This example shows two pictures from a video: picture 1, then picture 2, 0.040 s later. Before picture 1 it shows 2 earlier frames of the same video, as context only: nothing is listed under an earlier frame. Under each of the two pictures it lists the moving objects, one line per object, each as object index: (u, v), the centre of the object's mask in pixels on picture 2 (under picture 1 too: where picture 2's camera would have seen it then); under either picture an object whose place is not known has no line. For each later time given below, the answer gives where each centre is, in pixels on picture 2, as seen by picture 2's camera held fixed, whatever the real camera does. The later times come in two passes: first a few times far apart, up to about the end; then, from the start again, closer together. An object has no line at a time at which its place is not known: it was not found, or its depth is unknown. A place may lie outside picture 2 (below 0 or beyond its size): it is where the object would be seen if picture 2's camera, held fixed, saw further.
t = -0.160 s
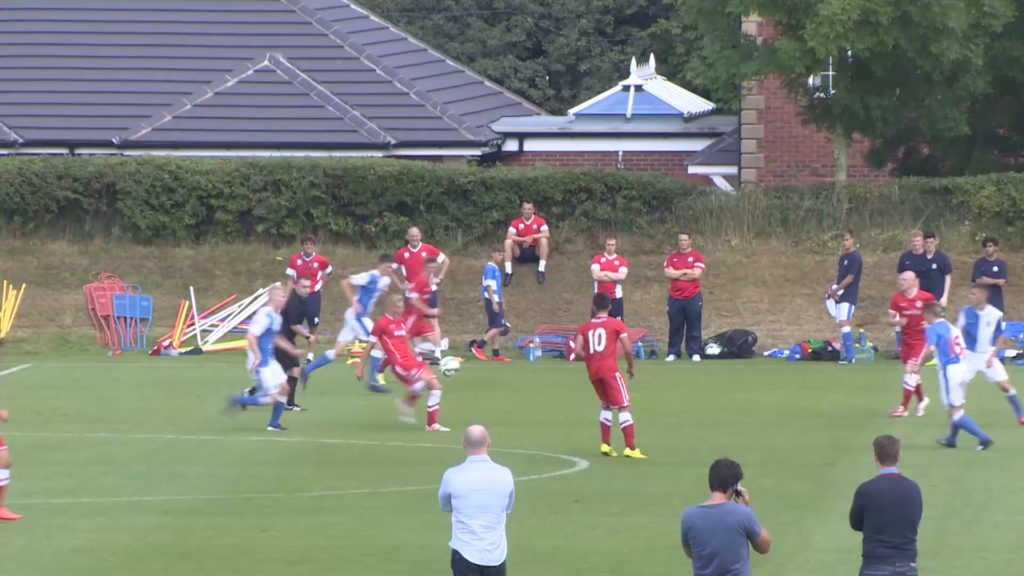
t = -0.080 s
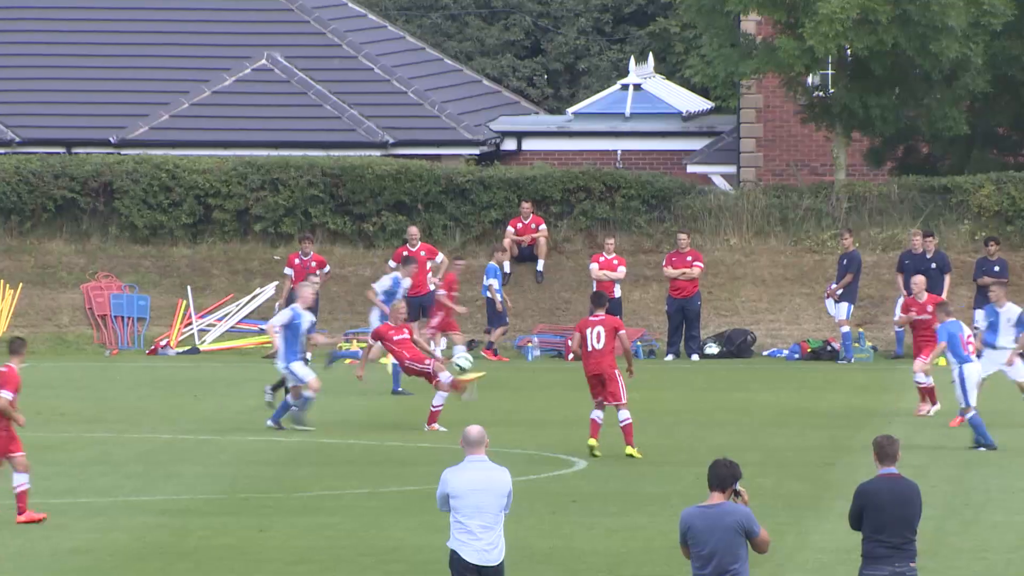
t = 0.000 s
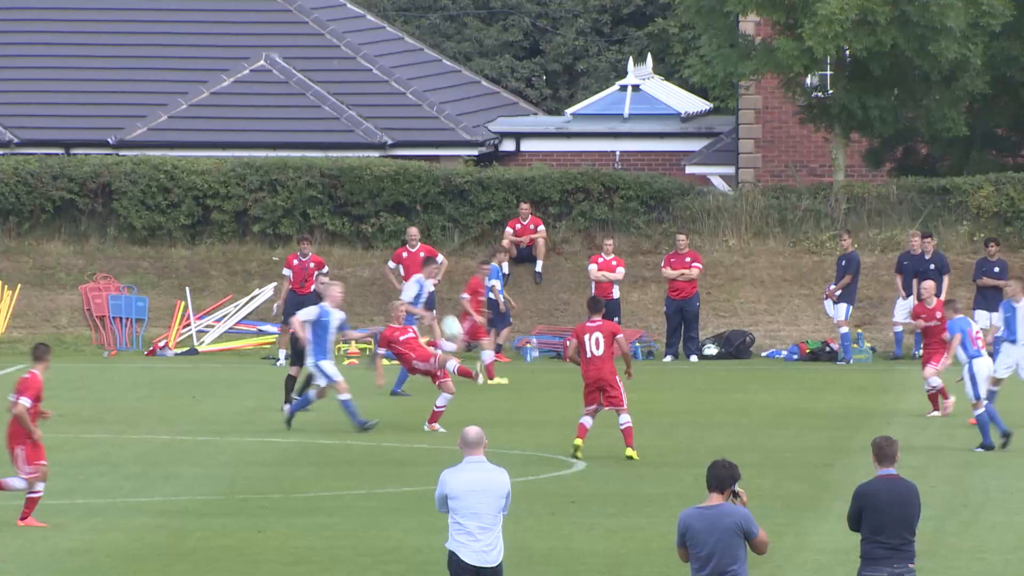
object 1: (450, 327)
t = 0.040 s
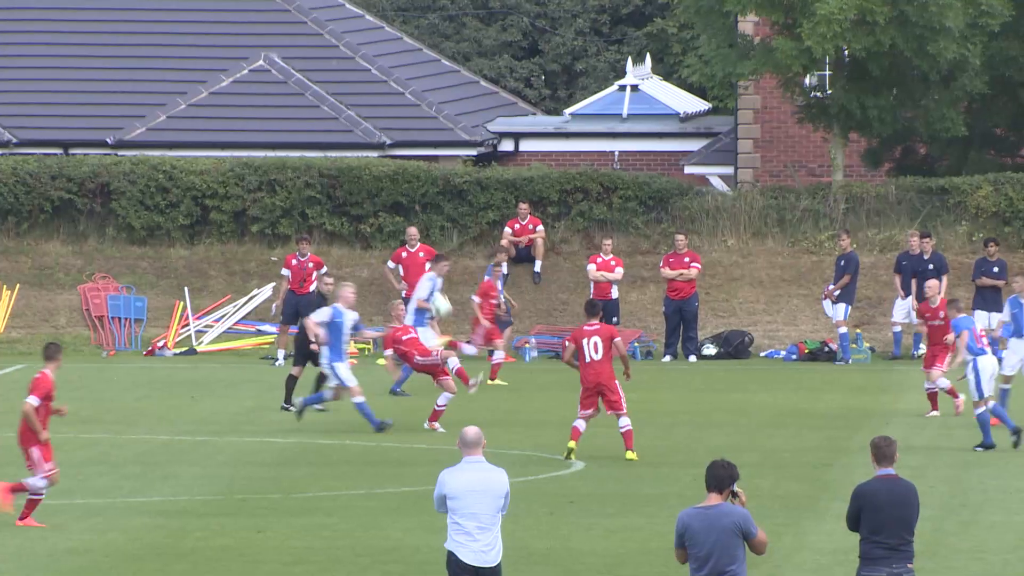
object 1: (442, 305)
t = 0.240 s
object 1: (388, 210)
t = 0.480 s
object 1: (326, 146)
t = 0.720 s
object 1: (263, 136)
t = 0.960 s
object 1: (198, 175)
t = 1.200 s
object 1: (135, 263)
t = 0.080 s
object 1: (429, 281)
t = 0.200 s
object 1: (398, 226)
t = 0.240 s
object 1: (388, 210)
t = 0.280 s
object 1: (378, 196)
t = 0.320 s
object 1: (367, 183)
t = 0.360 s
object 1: (357, 171)
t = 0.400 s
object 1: (346, 162)
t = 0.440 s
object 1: (336, 153)
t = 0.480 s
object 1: (326, 146)
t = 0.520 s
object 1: (316, 141)
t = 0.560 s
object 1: (305, 138)
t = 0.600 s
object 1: (294, 135)
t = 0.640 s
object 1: (283, 134)
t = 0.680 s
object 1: (273, 135)
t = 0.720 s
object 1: (263, 136)
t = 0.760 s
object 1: (252, 139)
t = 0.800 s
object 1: (241, 144)
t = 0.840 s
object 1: (230, 149)
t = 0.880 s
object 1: (220, 157)
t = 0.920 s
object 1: (210, 166)
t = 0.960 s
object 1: (198, 175)
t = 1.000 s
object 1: (188, 187)
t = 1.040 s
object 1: (177, 200)
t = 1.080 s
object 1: (167, 213)
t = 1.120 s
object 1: (157, 228)
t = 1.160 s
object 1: (146, 245)
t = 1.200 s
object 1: (135, 263)
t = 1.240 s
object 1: (126, 282)
